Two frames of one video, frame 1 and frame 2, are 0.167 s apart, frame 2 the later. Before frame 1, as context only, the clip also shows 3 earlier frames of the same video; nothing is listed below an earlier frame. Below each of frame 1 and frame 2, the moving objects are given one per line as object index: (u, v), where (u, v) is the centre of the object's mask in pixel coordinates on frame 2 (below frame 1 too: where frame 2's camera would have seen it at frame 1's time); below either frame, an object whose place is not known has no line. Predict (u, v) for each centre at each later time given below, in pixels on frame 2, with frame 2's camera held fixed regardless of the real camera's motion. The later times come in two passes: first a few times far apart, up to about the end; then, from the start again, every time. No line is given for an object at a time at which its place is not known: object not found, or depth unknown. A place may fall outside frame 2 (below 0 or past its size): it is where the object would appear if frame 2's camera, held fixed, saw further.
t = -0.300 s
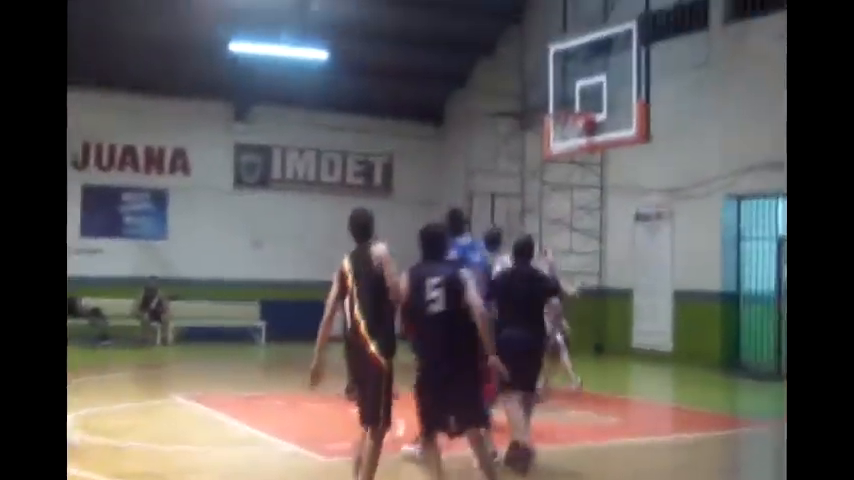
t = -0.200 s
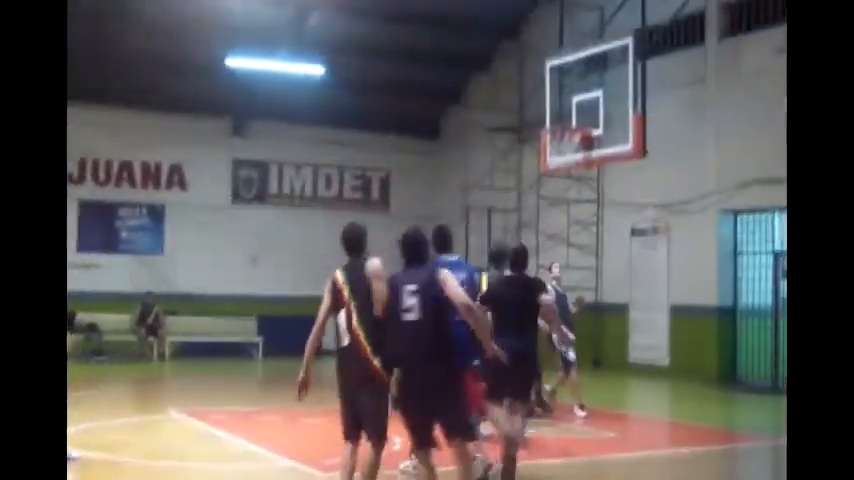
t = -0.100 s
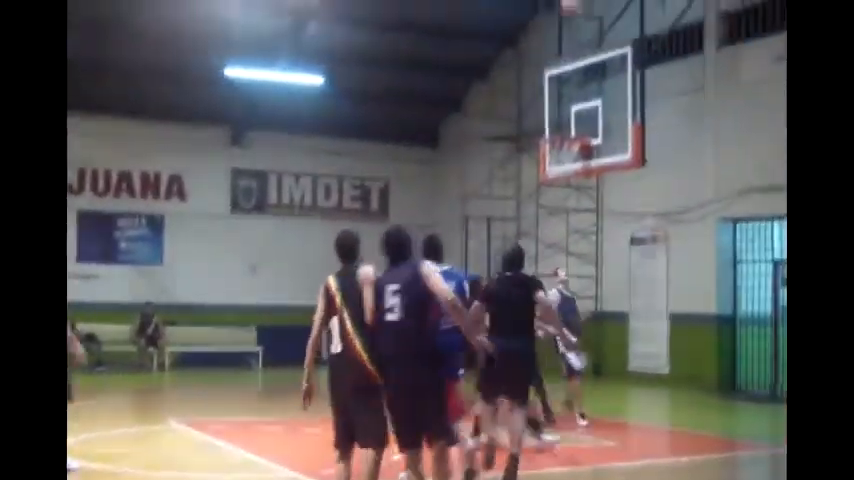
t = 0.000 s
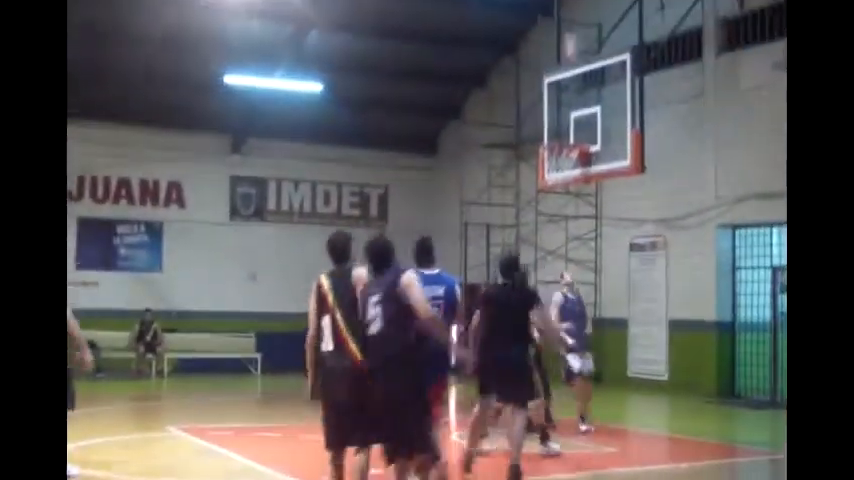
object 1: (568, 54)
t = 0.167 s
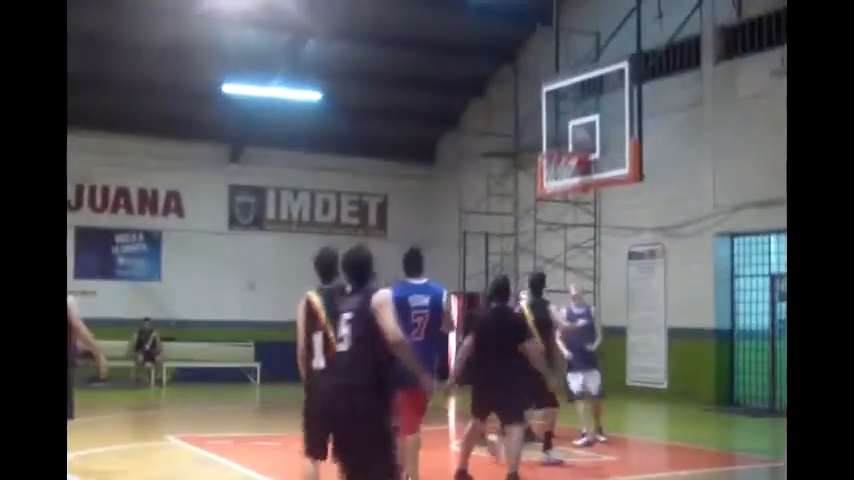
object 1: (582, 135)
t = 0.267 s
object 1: (569, 117)
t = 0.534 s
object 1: (531, 78)
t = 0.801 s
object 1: (495, 105)
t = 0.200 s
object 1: (580, 135)
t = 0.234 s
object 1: (573, 128)
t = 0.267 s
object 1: (569, 117)
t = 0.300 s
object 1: (564, 108)
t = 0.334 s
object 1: (559, 101)
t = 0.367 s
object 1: (557, 95)
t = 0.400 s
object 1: (553, 90)
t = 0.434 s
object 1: (545, 85)
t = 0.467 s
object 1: (541, 81)
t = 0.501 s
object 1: (536, 78)
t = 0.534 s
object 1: (531, 78)
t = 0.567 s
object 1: (526, 78)
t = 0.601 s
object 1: (523, 78)
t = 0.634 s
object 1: (518, 80)
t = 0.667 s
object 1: (512, 83)
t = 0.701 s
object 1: (509, 88)
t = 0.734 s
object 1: (504, 94)
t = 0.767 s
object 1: (500, 99)
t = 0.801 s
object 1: (495, 105)
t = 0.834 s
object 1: (490, 113)
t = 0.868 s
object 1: (487, 121)
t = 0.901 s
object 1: (481, 133)
